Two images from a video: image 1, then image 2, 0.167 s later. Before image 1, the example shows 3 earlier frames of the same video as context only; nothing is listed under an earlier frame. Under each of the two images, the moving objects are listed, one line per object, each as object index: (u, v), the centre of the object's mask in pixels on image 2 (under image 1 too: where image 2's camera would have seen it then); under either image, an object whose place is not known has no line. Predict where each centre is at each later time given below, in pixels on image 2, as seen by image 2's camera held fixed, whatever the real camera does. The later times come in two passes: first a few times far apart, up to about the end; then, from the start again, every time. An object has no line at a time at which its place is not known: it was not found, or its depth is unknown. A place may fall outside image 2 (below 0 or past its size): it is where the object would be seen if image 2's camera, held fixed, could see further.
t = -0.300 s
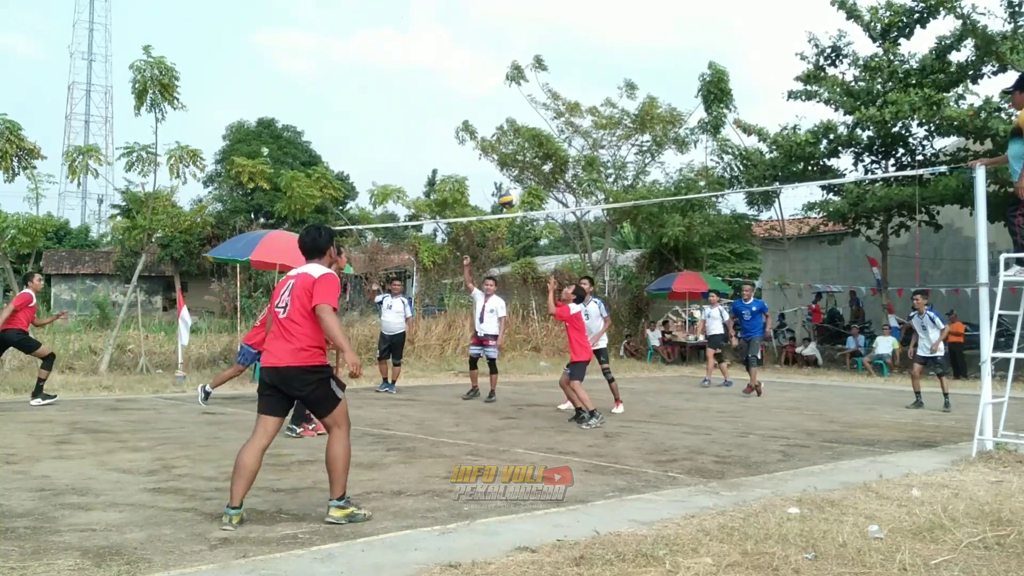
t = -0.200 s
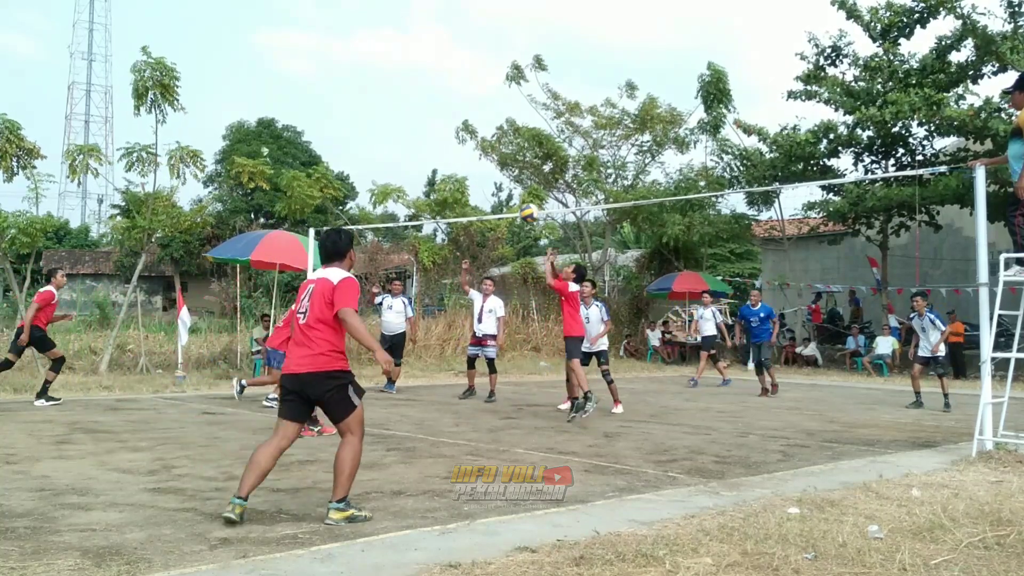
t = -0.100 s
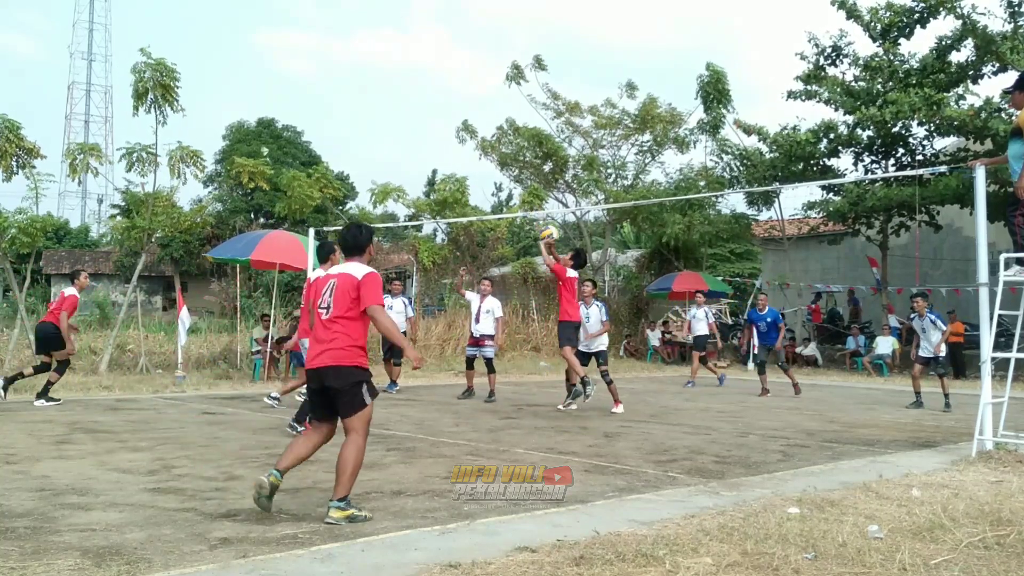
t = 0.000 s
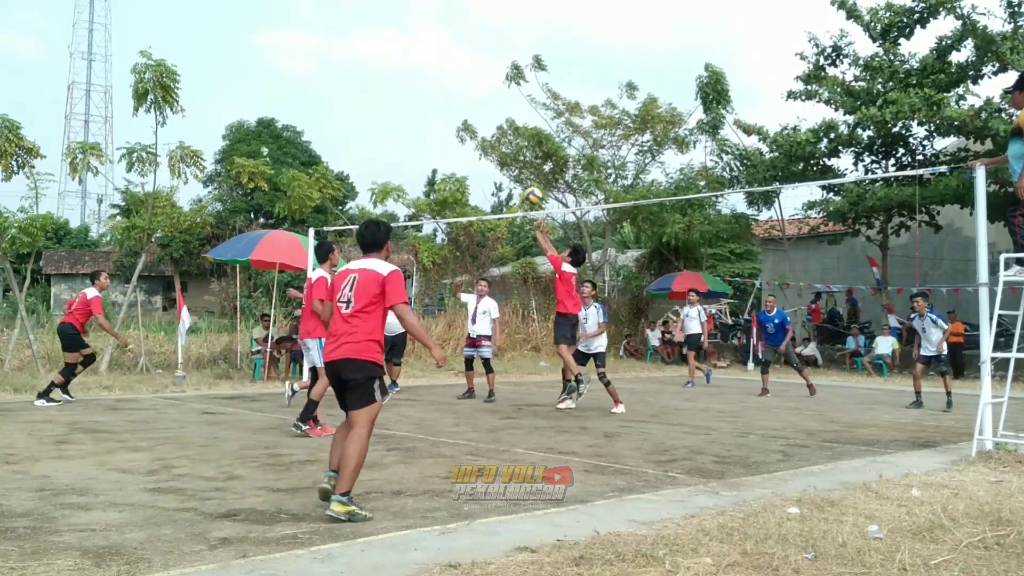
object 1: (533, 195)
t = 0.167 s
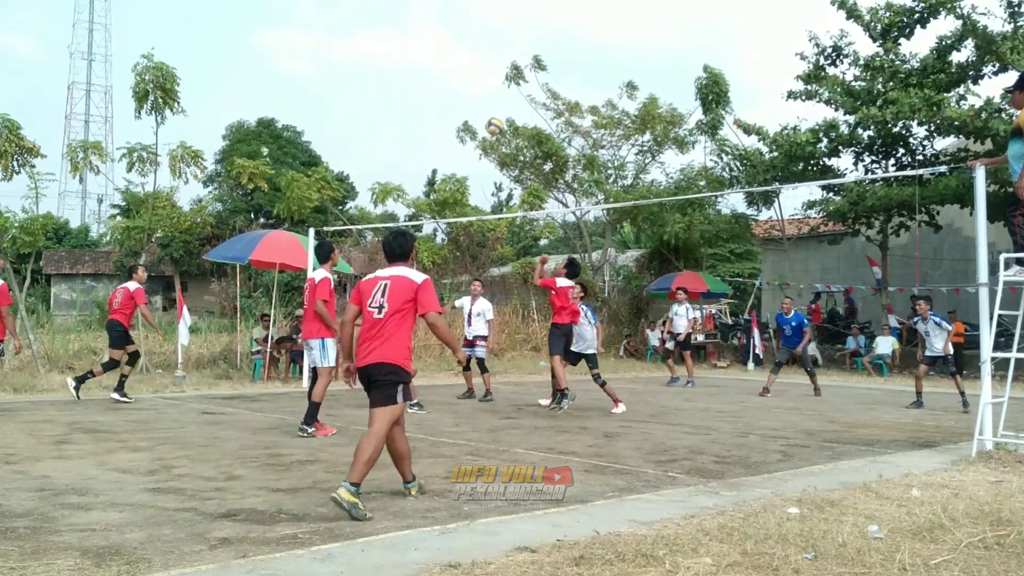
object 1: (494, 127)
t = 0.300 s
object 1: (466, 90)
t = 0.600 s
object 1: (414, 66)
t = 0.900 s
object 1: (370, 108)
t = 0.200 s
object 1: (487, 116)
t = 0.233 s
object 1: (479, 106)
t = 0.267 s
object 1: (472, 98)
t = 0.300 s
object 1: (466, 90)
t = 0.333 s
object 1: (459, 84)
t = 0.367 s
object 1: (453, 78)
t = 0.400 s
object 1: (447, 73)
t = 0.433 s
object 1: (441, 70)
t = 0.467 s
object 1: (435, 67)
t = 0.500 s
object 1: (430, 66)
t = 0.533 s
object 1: (424, 65)
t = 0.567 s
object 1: (419, 65)
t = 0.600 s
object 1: (414, 66)
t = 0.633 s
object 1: (408, 67)
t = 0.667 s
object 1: (403, 69)
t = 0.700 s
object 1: (398, 73)
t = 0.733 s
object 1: (393, 77)
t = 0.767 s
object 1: (389, 82)
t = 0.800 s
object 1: (384, 88)
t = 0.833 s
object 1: (379, 94)
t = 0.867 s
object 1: (375, 101)
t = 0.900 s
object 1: (370, 108)
